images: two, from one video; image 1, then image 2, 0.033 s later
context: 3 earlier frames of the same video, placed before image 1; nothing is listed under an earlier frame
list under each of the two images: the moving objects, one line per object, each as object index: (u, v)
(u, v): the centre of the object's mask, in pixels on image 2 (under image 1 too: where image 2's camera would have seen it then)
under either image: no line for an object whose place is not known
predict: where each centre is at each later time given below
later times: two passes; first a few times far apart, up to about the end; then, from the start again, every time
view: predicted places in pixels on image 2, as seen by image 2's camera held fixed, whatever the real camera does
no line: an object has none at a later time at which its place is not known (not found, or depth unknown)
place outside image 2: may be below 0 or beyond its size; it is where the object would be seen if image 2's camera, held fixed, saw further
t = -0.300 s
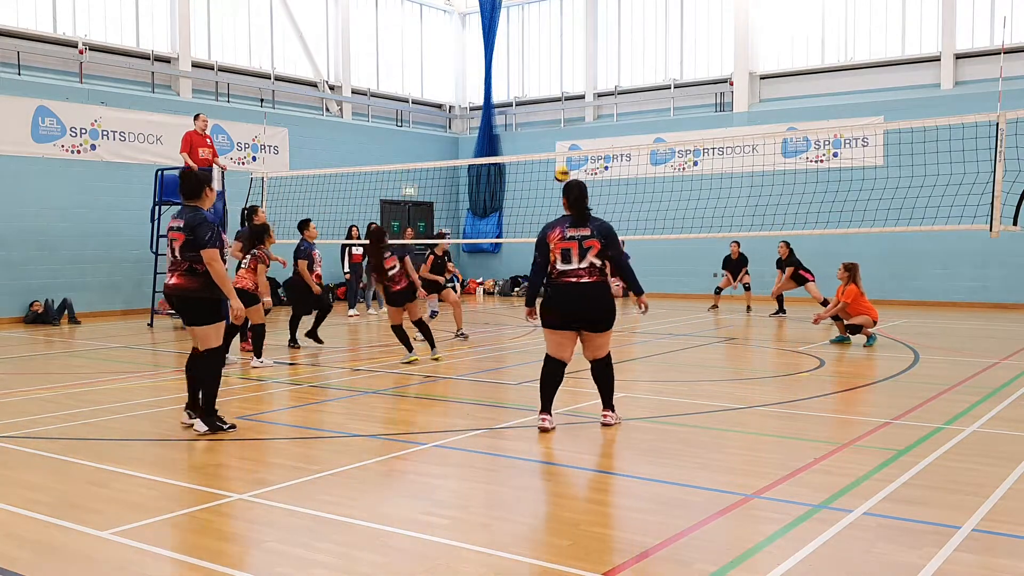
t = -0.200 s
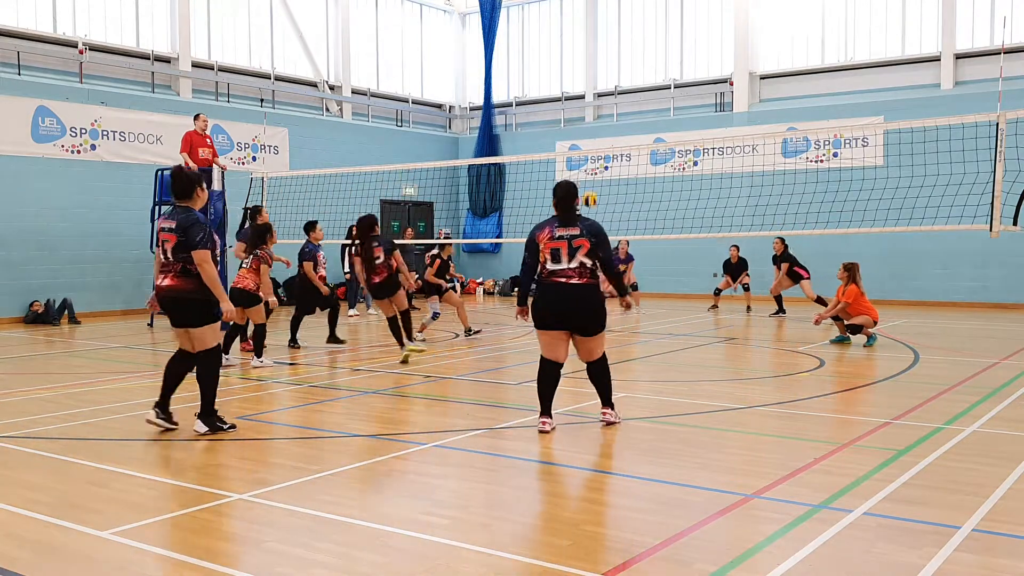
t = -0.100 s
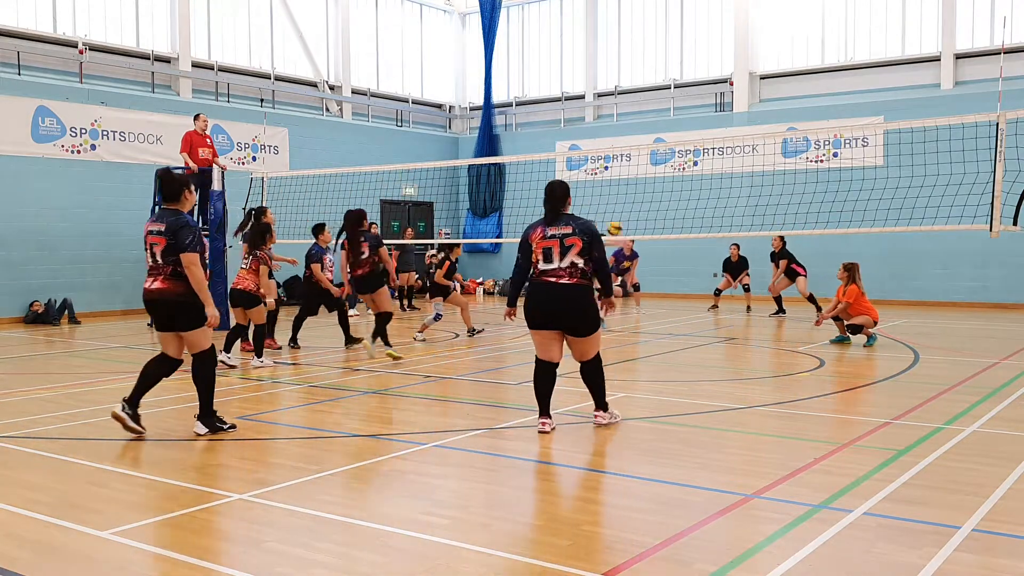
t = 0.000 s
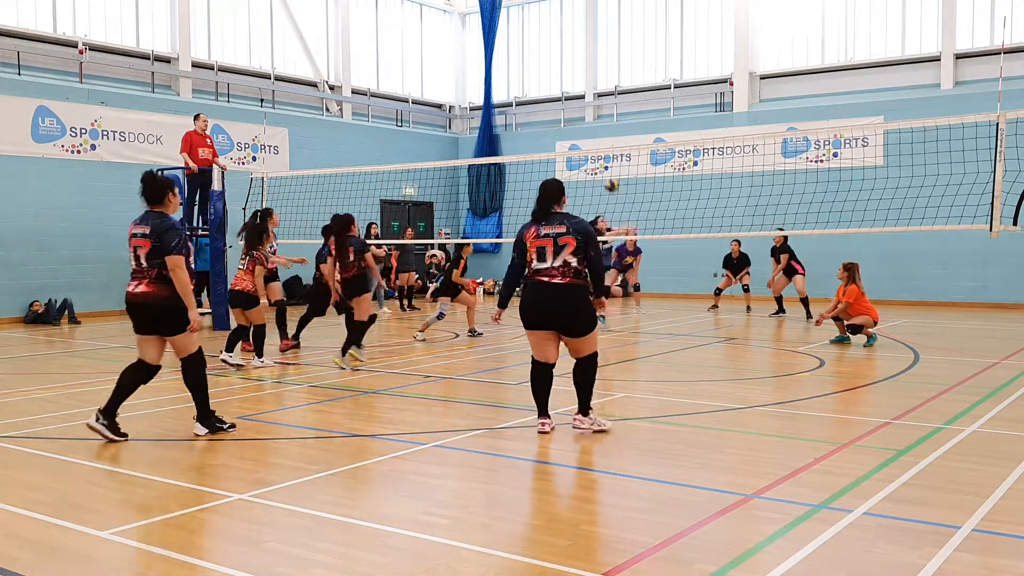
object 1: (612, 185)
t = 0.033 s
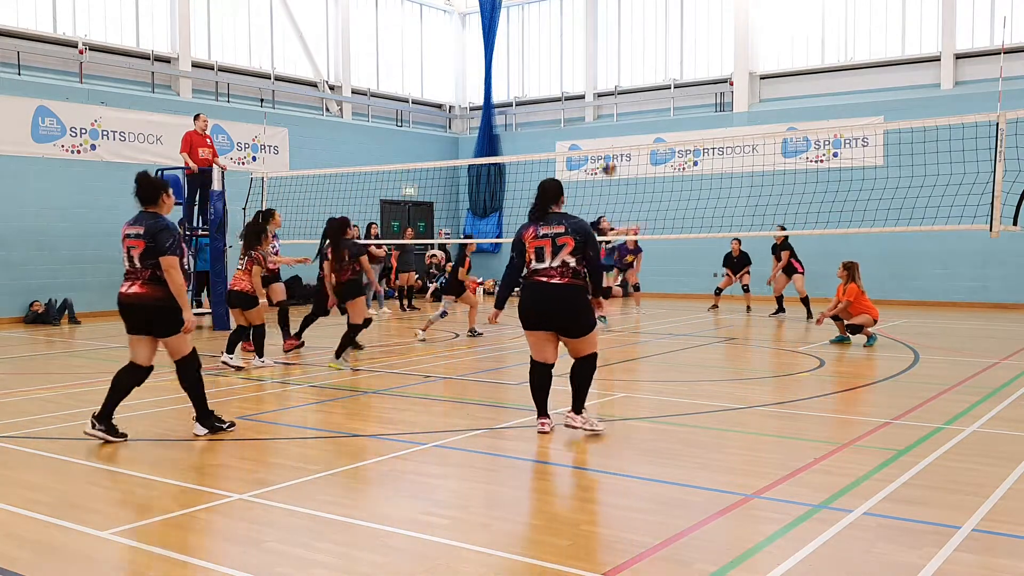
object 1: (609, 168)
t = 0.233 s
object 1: (594, 84)
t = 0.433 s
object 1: (580, 28)
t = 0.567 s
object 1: (569, 7)
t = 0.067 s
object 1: (607, 157)
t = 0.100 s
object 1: (605, 138)
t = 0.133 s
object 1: (602, 124)
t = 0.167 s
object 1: (600, 110)
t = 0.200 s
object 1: (597, 96)
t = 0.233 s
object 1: (594, 84)
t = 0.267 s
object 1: (592, 73)
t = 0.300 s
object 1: (589, 62)
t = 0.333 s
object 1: (587, 52)
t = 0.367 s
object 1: (585, 43)
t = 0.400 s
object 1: (582, 35)
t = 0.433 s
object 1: (580, 28)
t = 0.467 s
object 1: (577, 21)
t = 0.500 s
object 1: (574, 15)
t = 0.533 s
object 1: (572, 10)
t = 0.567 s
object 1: (569, 7)
